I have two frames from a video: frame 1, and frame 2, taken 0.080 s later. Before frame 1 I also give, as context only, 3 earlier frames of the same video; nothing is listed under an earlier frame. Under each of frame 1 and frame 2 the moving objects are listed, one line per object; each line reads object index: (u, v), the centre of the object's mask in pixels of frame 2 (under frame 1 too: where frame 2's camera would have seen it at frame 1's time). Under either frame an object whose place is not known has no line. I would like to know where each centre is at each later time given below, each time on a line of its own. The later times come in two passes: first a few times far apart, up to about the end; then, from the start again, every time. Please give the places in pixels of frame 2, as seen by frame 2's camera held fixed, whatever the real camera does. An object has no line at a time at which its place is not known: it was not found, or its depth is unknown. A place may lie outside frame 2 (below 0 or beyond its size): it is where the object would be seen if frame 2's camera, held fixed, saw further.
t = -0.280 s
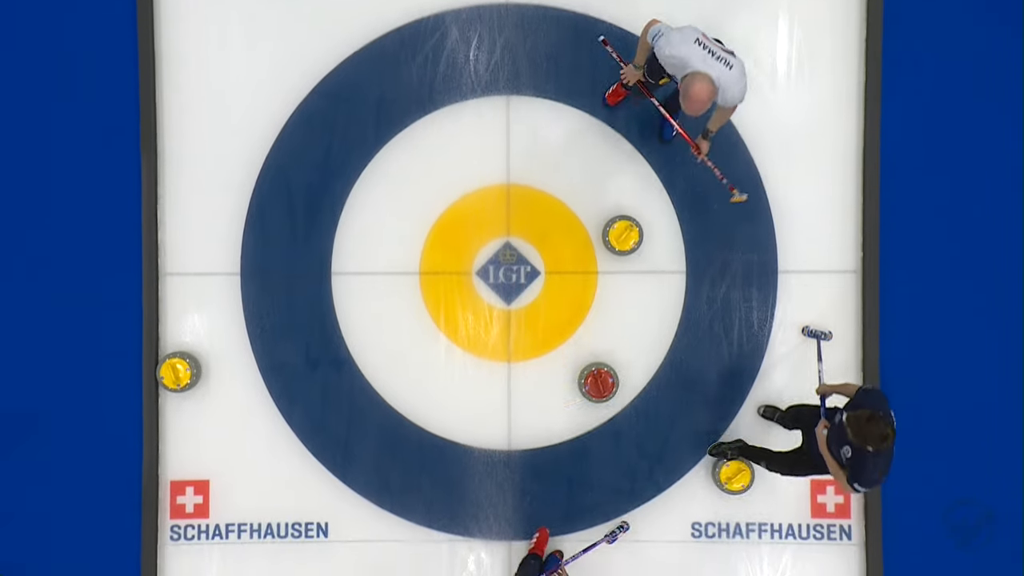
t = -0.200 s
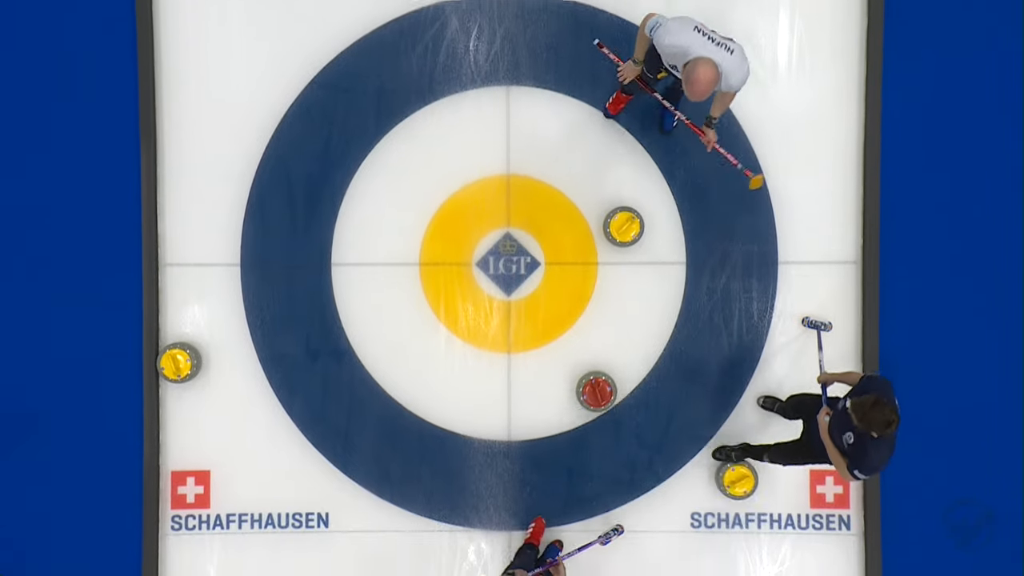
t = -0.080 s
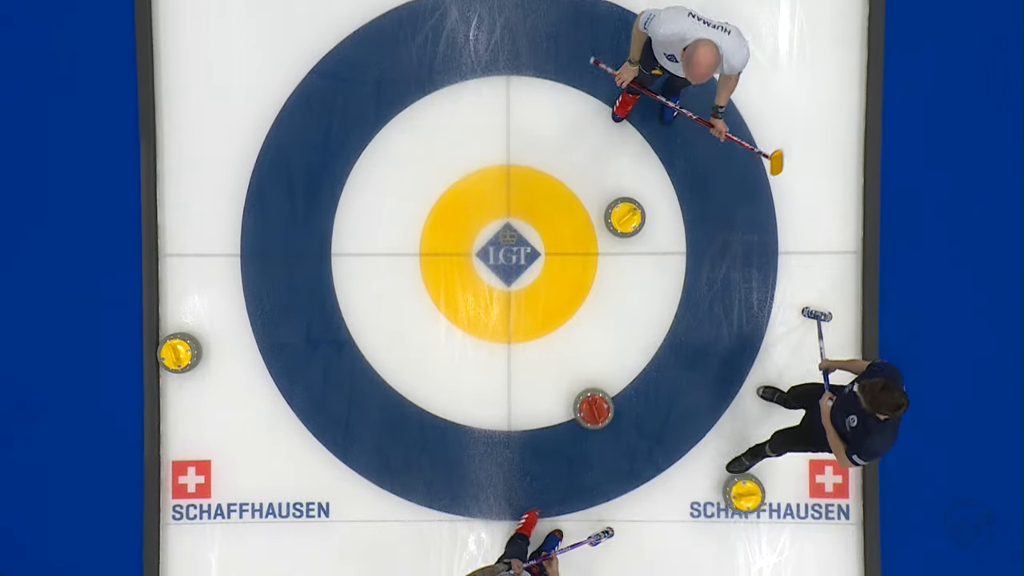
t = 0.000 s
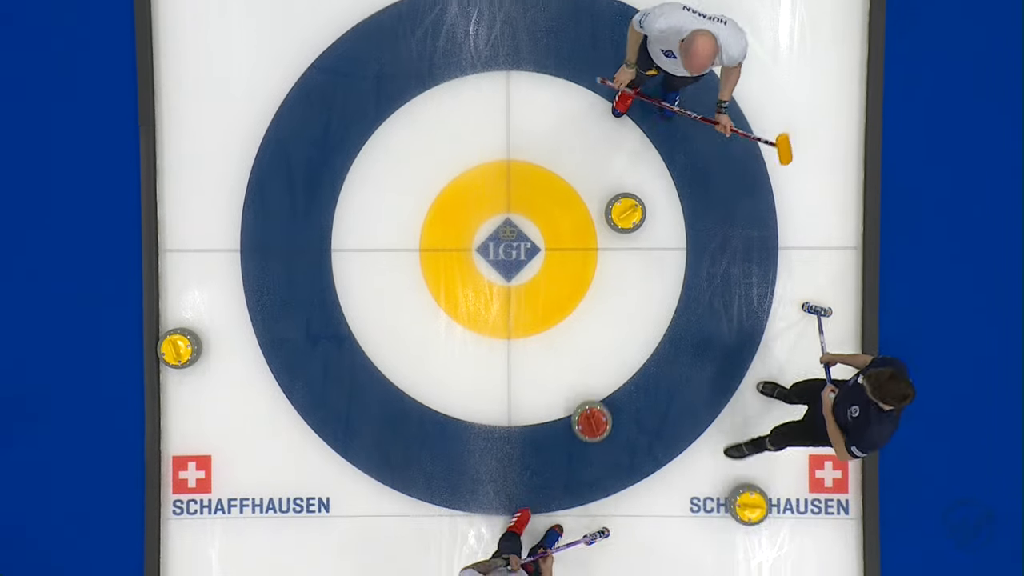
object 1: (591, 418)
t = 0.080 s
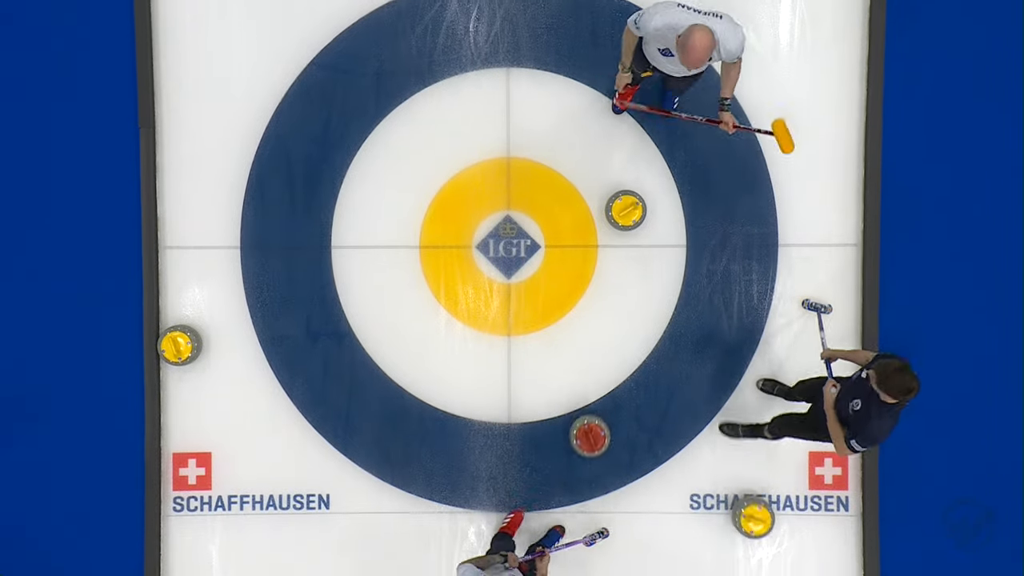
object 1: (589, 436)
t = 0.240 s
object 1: (586, 471)
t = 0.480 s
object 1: (581, 522)
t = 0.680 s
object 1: (574, 560)
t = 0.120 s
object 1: (589, 445)
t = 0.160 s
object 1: (588, 453)
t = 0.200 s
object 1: (587, 462)
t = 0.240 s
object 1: (586, 471)
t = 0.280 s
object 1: (585, 479)
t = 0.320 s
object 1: (584, 487)
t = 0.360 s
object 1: (584, 496)
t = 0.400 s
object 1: (583, 505)
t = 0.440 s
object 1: (582, 513)
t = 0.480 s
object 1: (581, 522)
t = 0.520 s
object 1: (580, 530)
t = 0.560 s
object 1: (579, 538)
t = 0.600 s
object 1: (577, 546)
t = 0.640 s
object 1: (576, 553)
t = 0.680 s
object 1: (574, 560)
